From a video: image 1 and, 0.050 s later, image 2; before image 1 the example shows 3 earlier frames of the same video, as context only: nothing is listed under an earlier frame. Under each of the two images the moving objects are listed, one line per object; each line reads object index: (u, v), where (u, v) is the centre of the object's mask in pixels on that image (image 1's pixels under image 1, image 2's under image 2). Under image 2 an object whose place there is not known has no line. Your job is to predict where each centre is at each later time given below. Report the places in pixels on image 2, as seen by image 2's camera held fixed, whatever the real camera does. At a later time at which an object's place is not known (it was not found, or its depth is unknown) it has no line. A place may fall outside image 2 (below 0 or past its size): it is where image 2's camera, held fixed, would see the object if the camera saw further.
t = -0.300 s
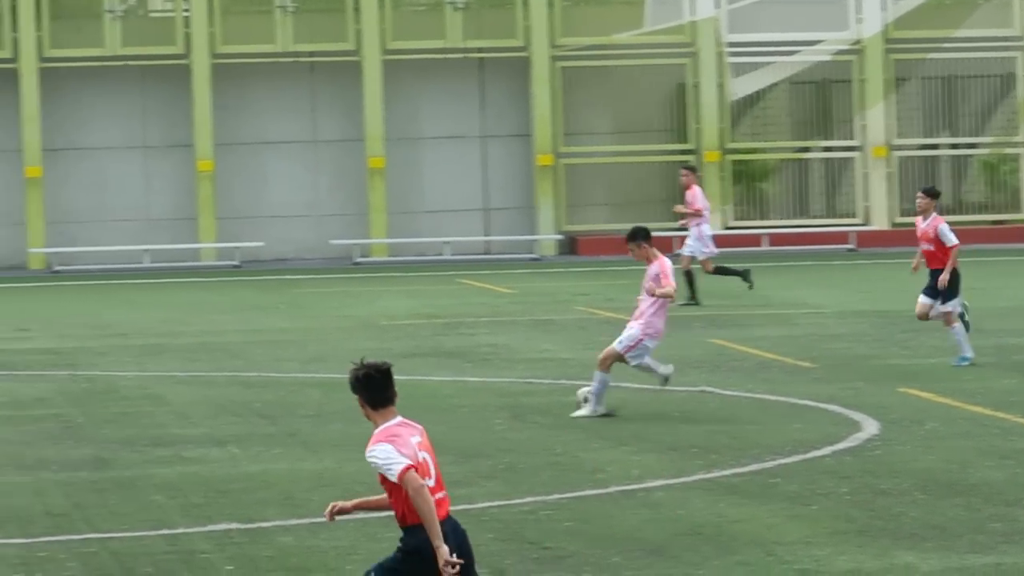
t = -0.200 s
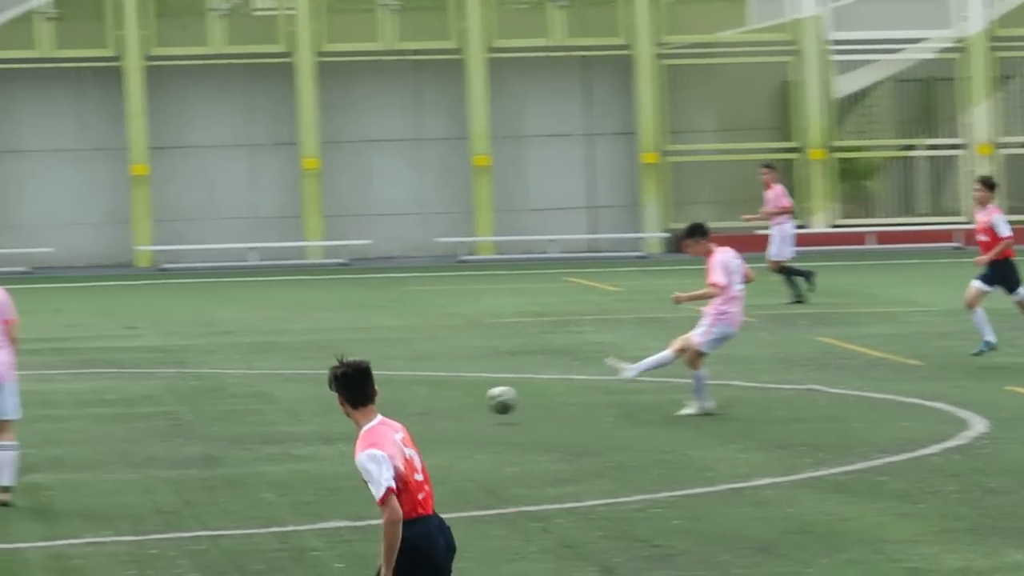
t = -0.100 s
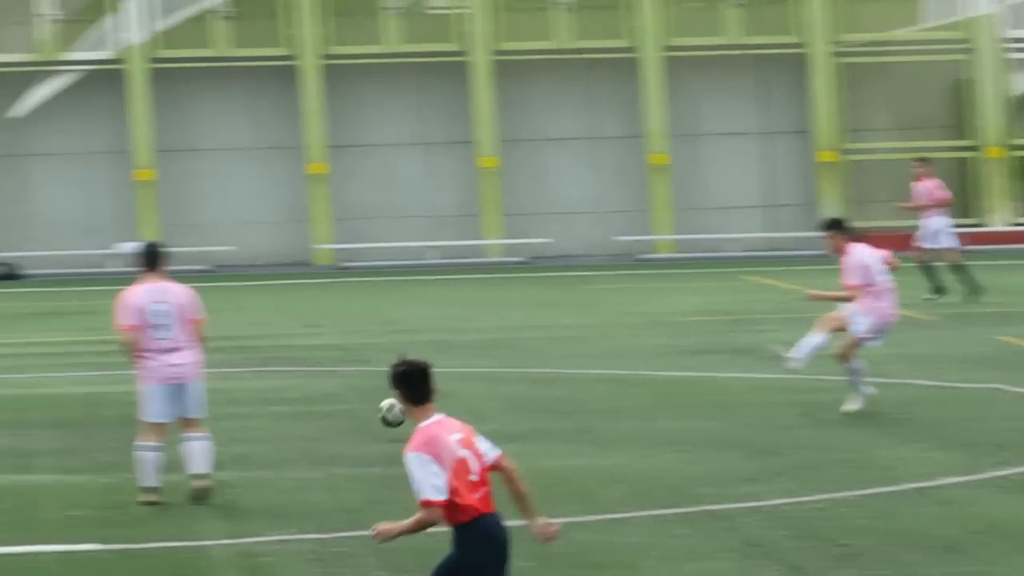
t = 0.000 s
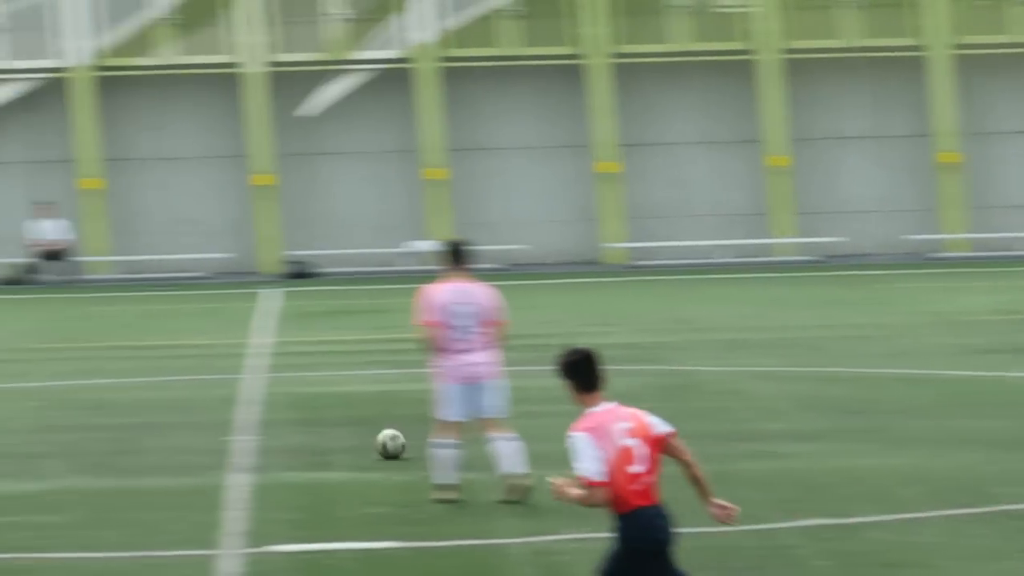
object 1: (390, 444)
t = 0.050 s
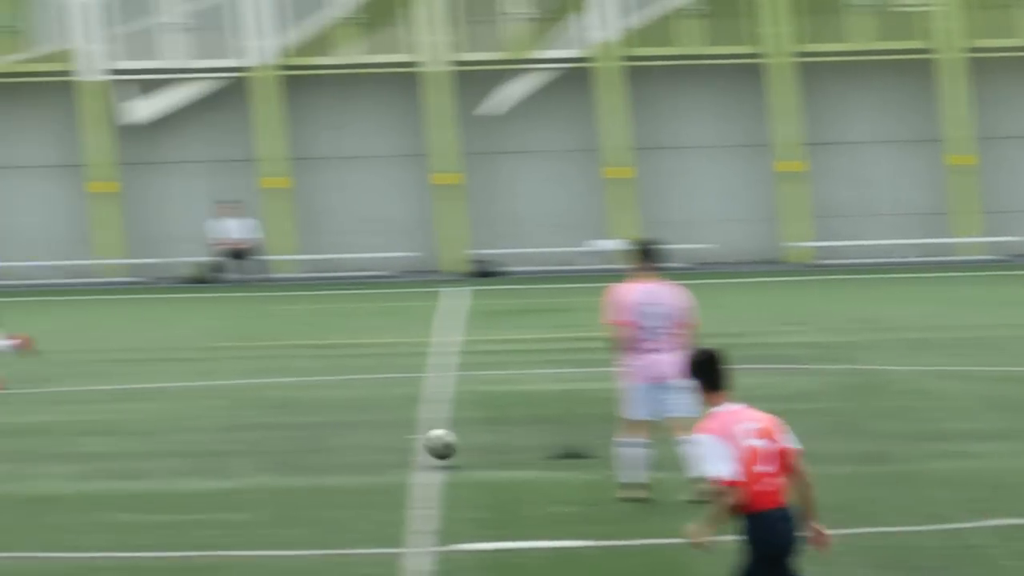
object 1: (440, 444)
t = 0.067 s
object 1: (395, 444)
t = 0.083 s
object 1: (351, 446)
